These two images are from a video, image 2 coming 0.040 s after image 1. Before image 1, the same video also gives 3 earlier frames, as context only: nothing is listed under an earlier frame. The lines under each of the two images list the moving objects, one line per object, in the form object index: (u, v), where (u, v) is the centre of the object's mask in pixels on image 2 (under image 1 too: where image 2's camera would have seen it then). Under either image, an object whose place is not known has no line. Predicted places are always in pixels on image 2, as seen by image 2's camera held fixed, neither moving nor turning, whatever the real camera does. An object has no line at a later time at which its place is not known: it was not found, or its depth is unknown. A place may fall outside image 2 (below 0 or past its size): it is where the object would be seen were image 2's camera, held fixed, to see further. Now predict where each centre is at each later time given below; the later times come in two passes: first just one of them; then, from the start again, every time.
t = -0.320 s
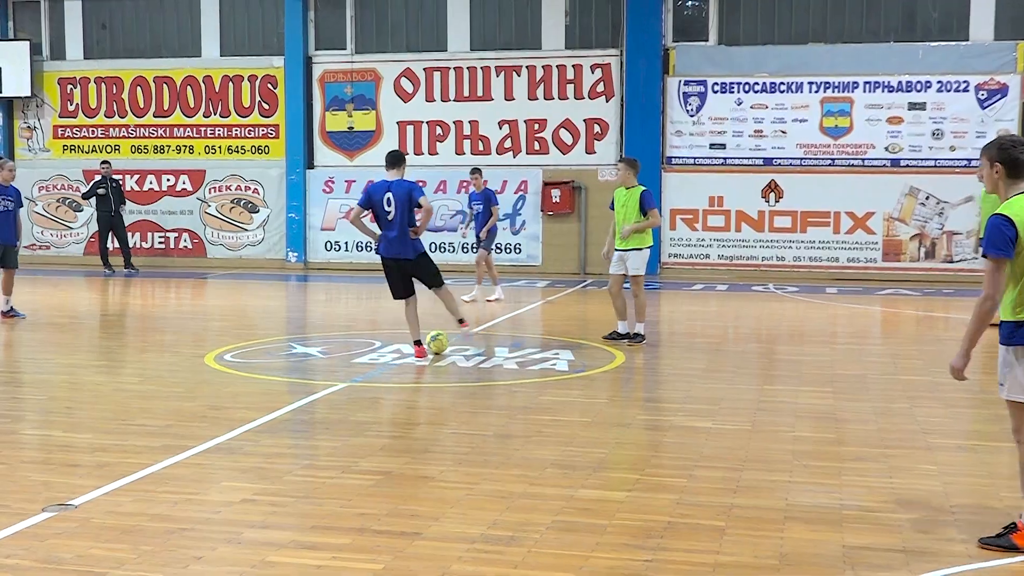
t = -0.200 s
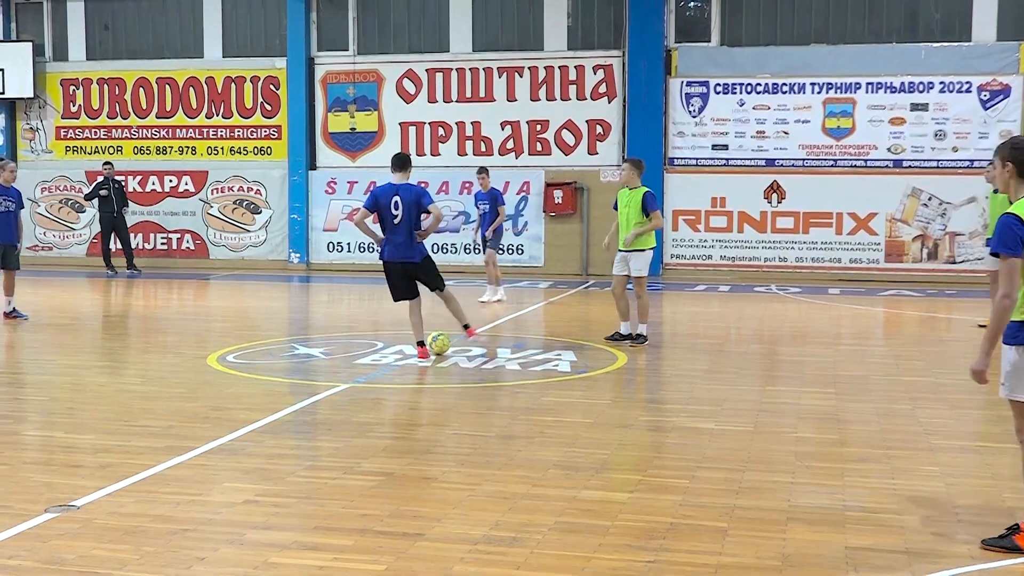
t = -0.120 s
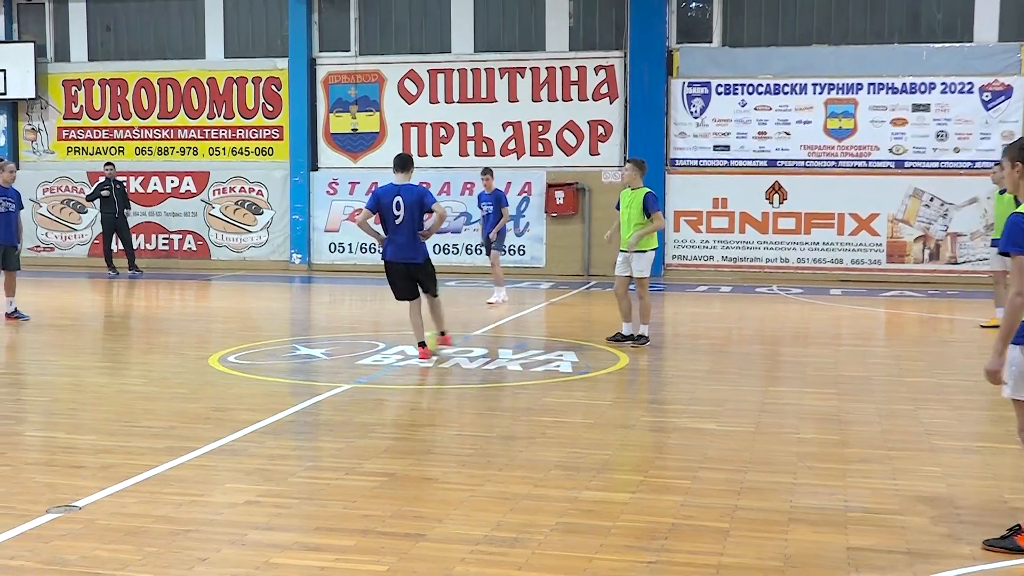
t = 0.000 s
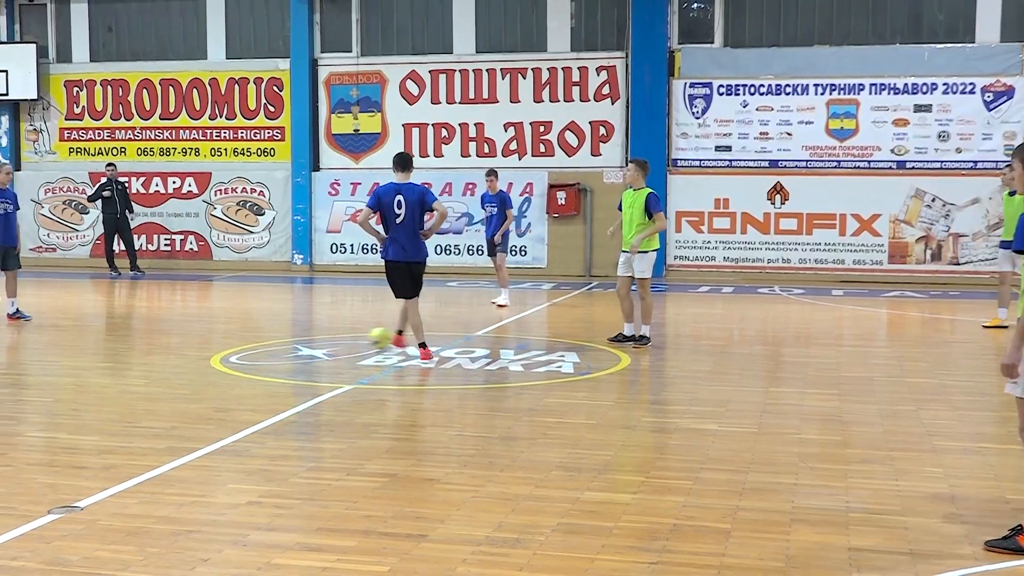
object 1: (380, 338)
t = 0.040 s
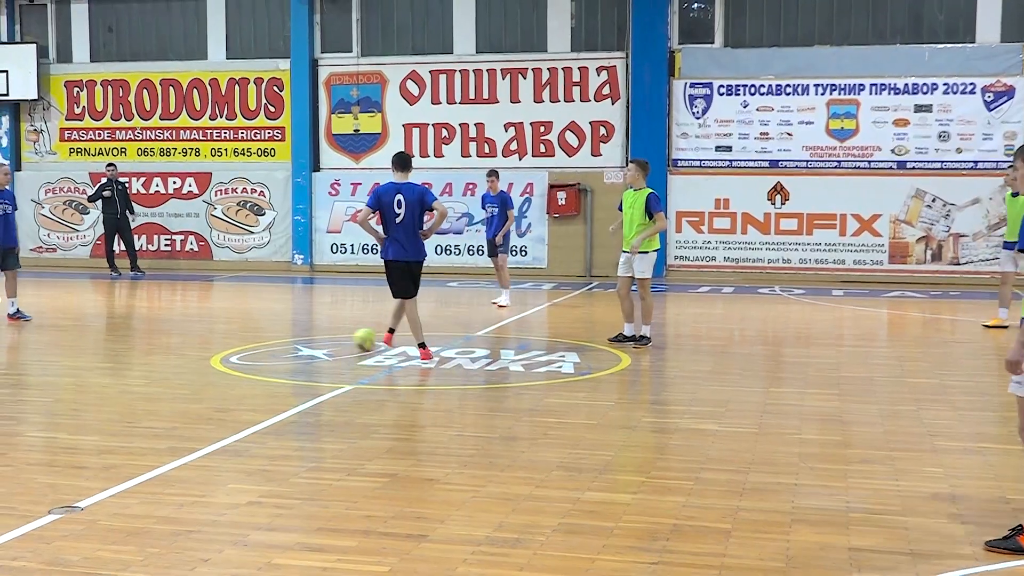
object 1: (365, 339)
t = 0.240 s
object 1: (302, 334)
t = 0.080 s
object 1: (351, 337)
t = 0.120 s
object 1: (338, 338)
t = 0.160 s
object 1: (326, 337)
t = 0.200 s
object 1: (313, 335)
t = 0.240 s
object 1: (302, 334)
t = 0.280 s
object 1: (290, 334)
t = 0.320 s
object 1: (279, 332)
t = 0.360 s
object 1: (268, 332)
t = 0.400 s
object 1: (257, 332)
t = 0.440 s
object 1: (247, 331)
